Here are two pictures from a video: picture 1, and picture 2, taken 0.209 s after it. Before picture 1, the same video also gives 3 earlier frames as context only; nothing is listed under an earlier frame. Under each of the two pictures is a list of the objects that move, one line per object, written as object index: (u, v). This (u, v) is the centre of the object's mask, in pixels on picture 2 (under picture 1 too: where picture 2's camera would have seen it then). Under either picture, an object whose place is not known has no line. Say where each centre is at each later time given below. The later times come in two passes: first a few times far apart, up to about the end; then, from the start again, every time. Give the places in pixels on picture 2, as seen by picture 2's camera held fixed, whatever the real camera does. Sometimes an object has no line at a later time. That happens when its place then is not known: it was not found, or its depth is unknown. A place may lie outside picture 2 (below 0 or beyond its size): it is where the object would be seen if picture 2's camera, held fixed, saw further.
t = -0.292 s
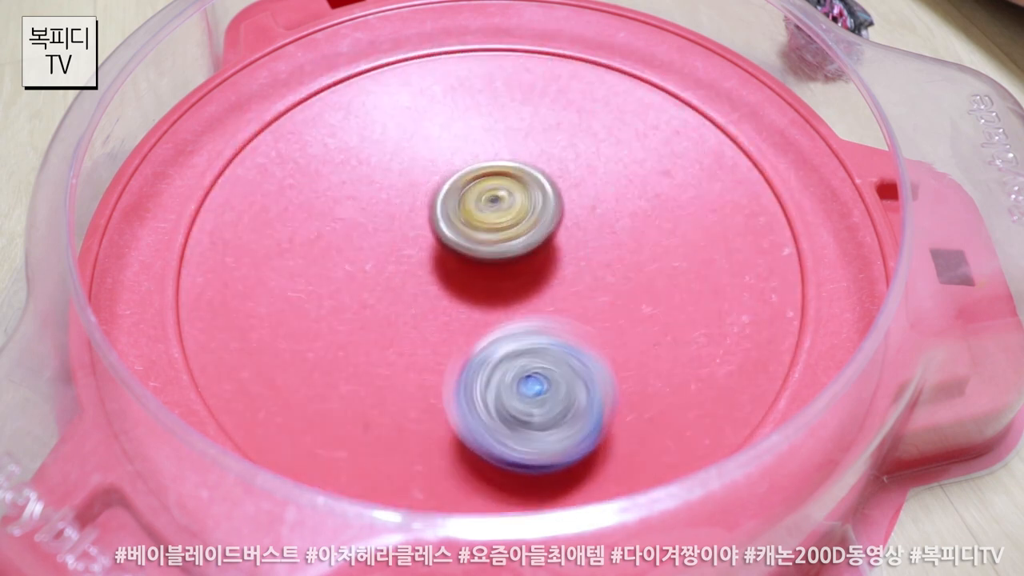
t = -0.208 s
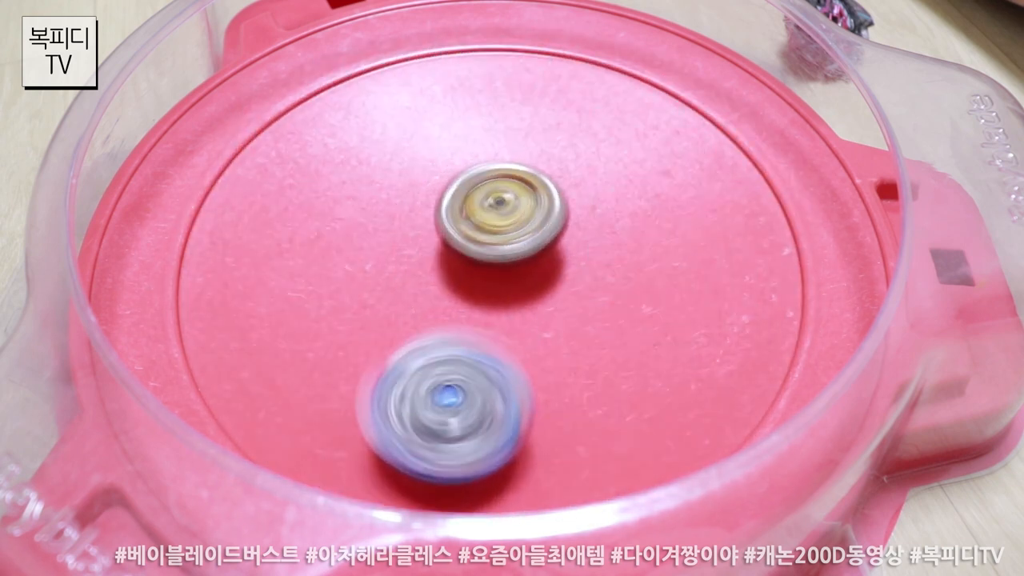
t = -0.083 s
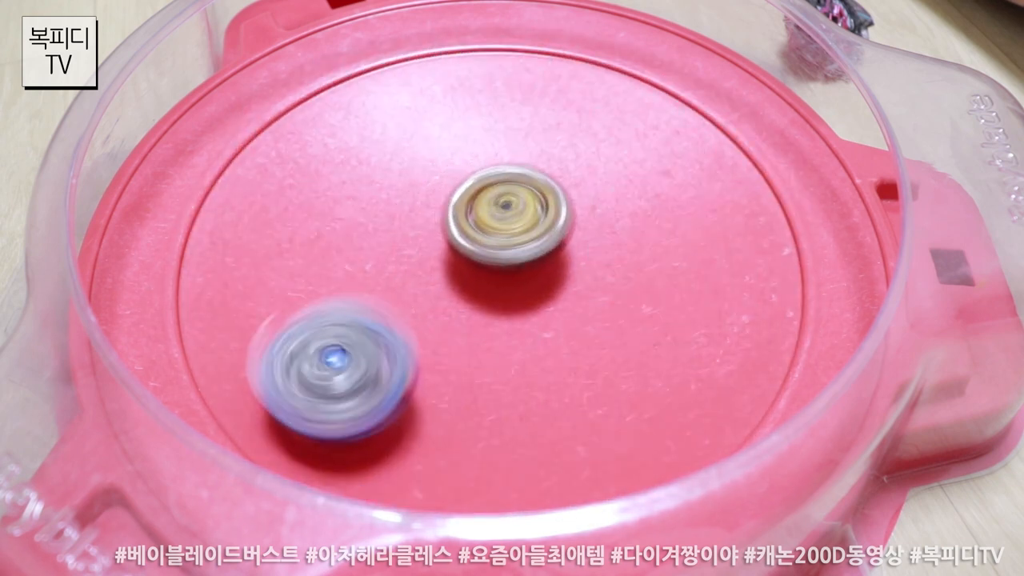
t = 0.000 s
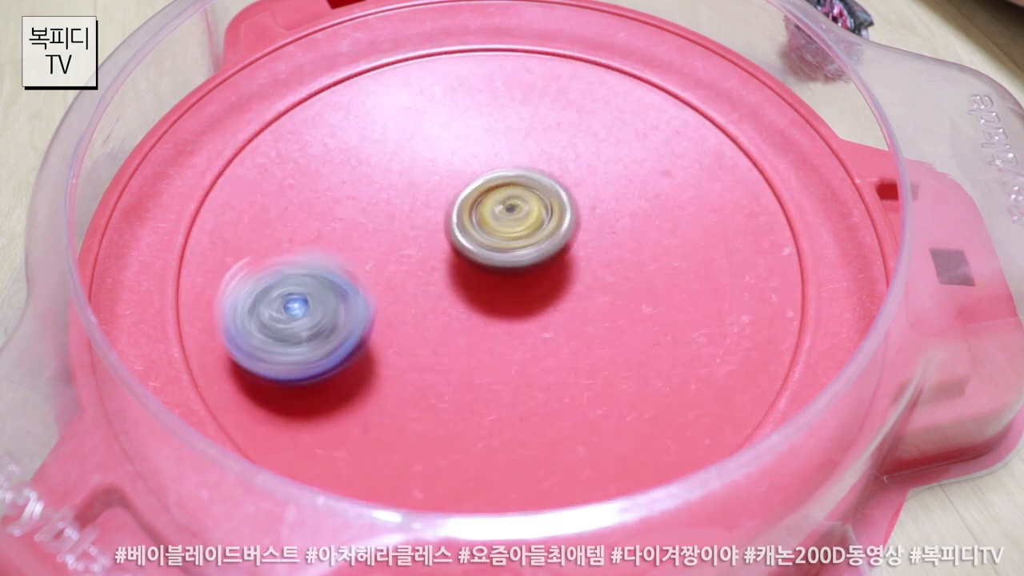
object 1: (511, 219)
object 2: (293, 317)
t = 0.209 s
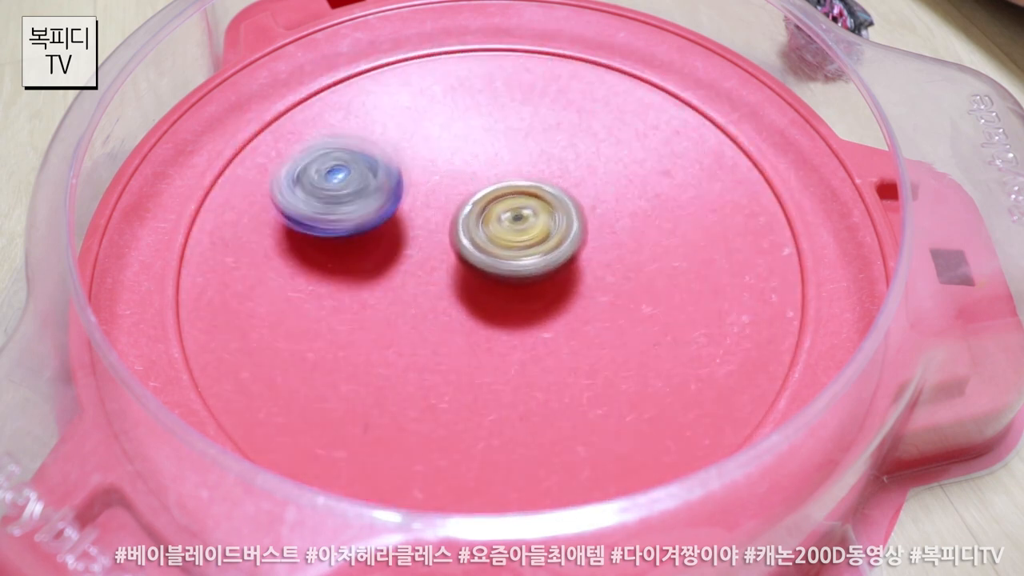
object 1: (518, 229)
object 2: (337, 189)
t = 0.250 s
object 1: (519, 231)
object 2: (362, 169)
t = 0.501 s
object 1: (521, 243)
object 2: (551, 133)
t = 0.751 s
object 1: (513, 254)
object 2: (683, 224)
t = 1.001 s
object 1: (501, 256)
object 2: (563, 364)
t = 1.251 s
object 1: (481, 223)
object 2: (349, 385)
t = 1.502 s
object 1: (477, 223)
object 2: (320, 239)
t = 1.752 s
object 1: (558, 212)
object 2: (396, 126)
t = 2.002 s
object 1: (591, 265)
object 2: (501, 72)
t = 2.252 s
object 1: (579, 280)
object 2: (567, 169)
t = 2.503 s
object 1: (553, 348)
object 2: (476, 211)
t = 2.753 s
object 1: (527, 345)
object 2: (361, 196)
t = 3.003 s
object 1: (476, 322)
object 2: (421, 206)
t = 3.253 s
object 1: (440, 336)
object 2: (545, 219)
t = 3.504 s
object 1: (412, 295)
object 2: (593, 295)
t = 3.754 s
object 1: (414, 199)
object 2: (510, 290)
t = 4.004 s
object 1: (438, 131)
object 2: (500, 263)
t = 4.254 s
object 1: (471, 134)
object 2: (540, 261)
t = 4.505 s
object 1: (538, 182)
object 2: (477, 289)
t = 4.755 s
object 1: (627, 242)
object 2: (452, 219)
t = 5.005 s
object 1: (645, 301)
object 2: (529, 218)
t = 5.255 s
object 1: (618, 374)
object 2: (463, 206)
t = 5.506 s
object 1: (507, 367)
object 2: (460, 185)
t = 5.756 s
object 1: (354, 324)
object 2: (469, 243)
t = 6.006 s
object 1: (278, 262)
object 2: (506, 292)
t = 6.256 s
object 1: (339, 209)
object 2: (521, 305)
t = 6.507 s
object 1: (450, 153)
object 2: (520, 250)
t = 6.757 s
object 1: (545, 99)
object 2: (545, 284)
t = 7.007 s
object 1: (622, 136)
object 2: (472, 273)
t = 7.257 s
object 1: (651, 234)
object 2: (479, 203)
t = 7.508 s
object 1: (588, 334)
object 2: (539, 207)
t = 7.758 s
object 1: (451, 383)
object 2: (498, 261)
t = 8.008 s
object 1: (339, 340)
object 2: (445, 237)
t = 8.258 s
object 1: (327, 243)
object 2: (502, 213)
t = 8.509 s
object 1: (405, 158)
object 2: (536, 253)
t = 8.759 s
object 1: (505, 118)
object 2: (482, 275)
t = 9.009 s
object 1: (590, 161)
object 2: (453, 232)
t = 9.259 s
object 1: (640, 257)
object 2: (503, 210)
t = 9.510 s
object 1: (588, 356)
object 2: (530, 246)
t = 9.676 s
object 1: (499, 390)
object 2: (503, 256)
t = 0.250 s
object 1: (519, 231)
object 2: (362, 169)
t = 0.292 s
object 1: (519, 234)
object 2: (390, 152)
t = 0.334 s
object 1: (520, 236)
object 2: (420, 140)
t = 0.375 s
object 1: (520, 237)
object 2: (452, 132)
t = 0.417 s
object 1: (520, 239)
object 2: (486, 128)
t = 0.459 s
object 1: (520, 241)
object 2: (518, 128)
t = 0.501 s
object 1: (521, 243)
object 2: (551, 133)
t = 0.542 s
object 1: (520, 245)
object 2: (580, 140)
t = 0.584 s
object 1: (520, 248)
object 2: (609, 150)
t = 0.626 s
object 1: (518, 250)
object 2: (635, 164)
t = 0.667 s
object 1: (517, 251)
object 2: (658, 180)
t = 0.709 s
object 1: (515, 252)
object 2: (673, 200)
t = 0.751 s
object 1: (513, 254)
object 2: (683, 224)
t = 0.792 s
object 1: (512, 255)
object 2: (682, 253)
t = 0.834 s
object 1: (511, 256)
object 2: (673, 279)
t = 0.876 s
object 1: (509, 257)
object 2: (657, 306)
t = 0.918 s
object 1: (507, 258)
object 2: (632, 330)
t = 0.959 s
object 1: (504, 258)
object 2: (601, 349)
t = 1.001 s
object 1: (501, 256)
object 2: (563, 364)
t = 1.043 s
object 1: (493, 243)
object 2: (533, 388)
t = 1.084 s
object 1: (486, 232)
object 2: (500, 400)
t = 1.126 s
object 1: (484, 226)
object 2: (463, 407)
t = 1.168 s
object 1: (483, 224)
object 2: (421, 407)
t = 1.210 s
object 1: (482, 222)
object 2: (382, 400)
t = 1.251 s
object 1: (481, 223)
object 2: (349, 385)
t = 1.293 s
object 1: (480, 223)
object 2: (323, 365)
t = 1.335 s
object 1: (479, 223)
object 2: (307, 340)
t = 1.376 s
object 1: (479, 223)
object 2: (297, 313)
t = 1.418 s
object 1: (478, 223)
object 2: (297, 287)
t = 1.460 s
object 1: (477, 223)
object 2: (307, 262)
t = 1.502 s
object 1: (477, 223)
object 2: (320, 239)
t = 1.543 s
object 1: (478, 223)
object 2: (336, 218)
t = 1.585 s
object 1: (509, 222)
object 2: (333, 196)
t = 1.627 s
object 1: (533, 221)
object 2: (340, 176)
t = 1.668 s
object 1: (549, 220)
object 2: (353, 154)
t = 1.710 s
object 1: (558, 216)
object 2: (374, 140)
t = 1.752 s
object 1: (558, 212)
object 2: (396, 126)
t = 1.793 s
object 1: (555, 206)
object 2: (424, 117)
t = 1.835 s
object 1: (551, 198)
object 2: (450, 114)
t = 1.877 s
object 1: (554, 202)
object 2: (472, 107)
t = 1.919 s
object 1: (575, 228)
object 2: (475, 86)
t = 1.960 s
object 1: (587, 249)
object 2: (485, 77)
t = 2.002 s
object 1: (591, 265)
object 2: (501, 72)
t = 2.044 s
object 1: (593, 277)
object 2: (522, 74)
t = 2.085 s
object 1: (592, 283)
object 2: (540, 84)
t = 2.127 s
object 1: (590, 285)
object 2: (553, 101)
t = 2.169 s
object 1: (586, 285)
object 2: (562, 122)
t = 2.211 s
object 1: (583, 282)
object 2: (566, 145)
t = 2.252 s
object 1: (579, 280)
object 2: (567, 169)
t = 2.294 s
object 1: (572, 298)
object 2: (564, 170)
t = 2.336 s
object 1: (565, 314)
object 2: (557, 176)
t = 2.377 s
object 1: (561, 327)
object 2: (542, 190)
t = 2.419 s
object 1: (558, 336)
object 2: (523, 199)
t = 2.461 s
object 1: (556, 344)
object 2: (499, 207)
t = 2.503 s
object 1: (553, 348)
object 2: (476, 211)
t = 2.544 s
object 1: (550, 351)
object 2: (452, 214)
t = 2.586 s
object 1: (548, 351)
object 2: (427, 213)
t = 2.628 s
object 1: (545, 351)
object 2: (405, 212)
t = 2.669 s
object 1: (539, 350)
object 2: (386, 209)
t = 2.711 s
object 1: (533, 347)
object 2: (369, 203)
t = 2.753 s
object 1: (527, 345)
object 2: (361, 196)
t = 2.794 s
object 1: (519, 342)
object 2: (358, 189)
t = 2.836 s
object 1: (511, 339)
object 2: (361, 185)
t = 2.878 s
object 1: (502, 334)
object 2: (372, 184)
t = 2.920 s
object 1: (492, 330)
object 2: (386, 186)
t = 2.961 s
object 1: (484, 326)
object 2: (403, 195)
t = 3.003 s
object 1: (476, 322)
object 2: (421, 206)
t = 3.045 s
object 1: (462, 323)
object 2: (438, 216)
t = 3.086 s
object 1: (454, 340)
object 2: (458, 207)
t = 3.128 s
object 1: (447, 346)
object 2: (481, 204)
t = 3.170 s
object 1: (444, 344)
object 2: (503, 203)
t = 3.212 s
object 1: (441, 341)
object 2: (523, 207)
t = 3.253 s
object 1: (440, 336)
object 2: (545, 219)
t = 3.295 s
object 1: (441, 330)
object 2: (559, 229)
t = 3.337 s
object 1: (441, 324)
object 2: (569, 241)
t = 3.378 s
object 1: (442, 317)
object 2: (573, 259)
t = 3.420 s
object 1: (431, 312)
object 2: (580, 271)
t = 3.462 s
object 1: (418, 305)
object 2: (590, 283)
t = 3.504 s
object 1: (412, 295)
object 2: (593, 295)
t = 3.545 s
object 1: (410, 282)
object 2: (588, 306)
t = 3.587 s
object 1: (409, 266)
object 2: (575, 312)
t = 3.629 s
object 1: (413, 251)
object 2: (555, 314)
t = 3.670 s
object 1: (414, 235)
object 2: (537, 309)
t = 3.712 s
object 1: (414, 219)
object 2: (520, 298)
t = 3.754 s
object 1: (414, 199)
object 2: (510, 290)
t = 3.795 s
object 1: (413, 176)
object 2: (509, 291)
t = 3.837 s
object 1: (415, 160)
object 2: (506, 288)
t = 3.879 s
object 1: (419, 147)
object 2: (504, 286)
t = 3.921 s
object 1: (424, 139)
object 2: (501, 279)
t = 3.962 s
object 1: (431, 133)
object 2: (501, 273)
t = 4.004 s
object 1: (438, 131)
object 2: (500, 263)
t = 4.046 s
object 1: (444, 131)
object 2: (502, 254)
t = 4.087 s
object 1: (450, 135)
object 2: (505, 241)
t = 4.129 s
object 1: (453, 137)
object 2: (511, 234)
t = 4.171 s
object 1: (458, 137)
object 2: (522, 235)
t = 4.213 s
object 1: (465, 132)
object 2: (535, 247)
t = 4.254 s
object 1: (471, 134)
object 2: (540, 261)
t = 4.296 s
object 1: (478, 138)
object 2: (539, 275)
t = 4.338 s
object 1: (489, 146)
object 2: (530, 285)
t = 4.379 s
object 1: (499, 154)
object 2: (517, 292)
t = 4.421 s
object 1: (510, 164)
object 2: (505, 295)
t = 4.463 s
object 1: (523, 173)
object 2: (490, 295)
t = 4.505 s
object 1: (538, 182)
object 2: (477, 289)
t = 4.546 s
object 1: (554, 194)
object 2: (464, 279)
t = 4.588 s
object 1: (568, 203)
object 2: (458, 266)
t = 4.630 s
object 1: (586, 213)
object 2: (452, 254)
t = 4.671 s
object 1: (601, 223)
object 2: (445, 244)
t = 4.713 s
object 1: (614, 232)
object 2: (446, 230)
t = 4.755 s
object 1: (627, 242)
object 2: (452, 219)
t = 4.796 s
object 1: (635, 252)
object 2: (462, 210)
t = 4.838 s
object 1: (643, 260)
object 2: (474, 204)
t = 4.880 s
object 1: (649, 272)
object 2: (490, 201)
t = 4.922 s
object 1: (651, 282)
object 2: (505, 203)
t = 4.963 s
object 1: (649, 290)
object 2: (518, 208)
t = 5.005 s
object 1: (645, 301)
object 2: (529, 218)
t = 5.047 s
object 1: (635, 309)
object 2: (534, 233)
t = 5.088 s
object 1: (643, 331)
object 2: (519, 229)
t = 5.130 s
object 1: (645, 348)
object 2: (505, 226)
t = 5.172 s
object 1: (638, 361)
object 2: (490, 221)
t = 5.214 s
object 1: (629, 370)
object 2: (476, 215)
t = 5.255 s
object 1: (618, 374)
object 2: (463, 206)
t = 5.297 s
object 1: (603, 378)
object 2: (455, 199)
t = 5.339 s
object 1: (588, 379)
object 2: (451, 192)
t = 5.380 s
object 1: (571, 378)
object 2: (450, 186)
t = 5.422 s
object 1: (553, 375)
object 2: (451, 183)
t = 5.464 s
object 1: (532, 371)
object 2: (455, 182)
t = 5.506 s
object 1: (507, 367)
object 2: (460, 185)
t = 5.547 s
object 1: (482, 362)
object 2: (465, 189)
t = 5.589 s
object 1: (455, 355)
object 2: (470, 197)
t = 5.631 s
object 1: (428, 349)
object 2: (473, 207)
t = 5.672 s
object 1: (401, 342)
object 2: (474, 217)
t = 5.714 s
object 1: (377, 334)
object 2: (472, 229)
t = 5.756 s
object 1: (354, 324)
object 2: (469, 243)
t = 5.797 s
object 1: (334, 315)
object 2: (465, 255)
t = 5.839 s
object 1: (322, 305)
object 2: (460, 264)
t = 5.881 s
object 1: (298, 293)
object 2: (469, 271)
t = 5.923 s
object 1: (285, 283)
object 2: (484, 278)
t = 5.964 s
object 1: (279, 273)
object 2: (496, 284)
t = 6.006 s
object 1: (278, 262)
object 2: (506, 292)
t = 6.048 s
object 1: (280, 253)
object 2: (514, 297)
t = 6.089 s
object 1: (287, 244)
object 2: (520, 303)
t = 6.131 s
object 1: (299, 236)
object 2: (523, 307)
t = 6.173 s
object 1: (309, 227)
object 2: (523, 309)
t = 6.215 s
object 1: (324, 218)
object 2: (523, 308)
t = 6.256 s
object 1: (339, 209)
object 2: (521, 305)
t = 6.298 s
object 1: (358, 199)
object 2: (519, 299)
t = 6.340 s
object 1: (374, 190)
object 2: (517, 290)
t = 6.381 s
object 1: (392, 180)
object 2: (517, 282)
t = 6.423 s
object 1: (410, 170)
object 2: (518, 272)
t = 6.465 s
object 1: (431, 161)
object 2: (519, 261)
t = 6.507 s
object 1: (450, 153)
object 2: (520, 250)
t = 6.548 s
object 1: (467, 146)
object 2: (526, 238)
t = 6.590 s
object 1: (483, 132)
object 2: (536, 239)
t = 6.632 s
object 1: (497, 114)
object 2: (546, 252)
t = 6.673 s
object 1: (514, 104)
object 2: (551, 264)
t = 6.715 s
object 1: (530, 100)
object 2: (550, 274)
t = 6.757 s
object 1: (545, 99)
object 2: (545, 284)
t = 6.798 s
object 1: (560, 101)
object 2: (538, 289)
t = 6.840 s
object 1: (575, 103)
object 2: (526, 295)
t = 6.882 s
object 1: (587, 108)
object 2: (510, 295)
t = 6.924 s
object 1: (600, 116)
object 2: (496, 292)
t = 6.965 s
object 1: (612, 125)
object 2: (482, 284)
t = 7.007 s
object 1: (622, 136)
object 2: (472, 273)
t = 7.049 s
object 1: (631, 149)
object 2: (466, 262)
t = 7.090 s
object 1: (640, 165)
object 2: (463, 252)
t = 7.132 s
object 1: (646, 182)
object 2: (461, 239)
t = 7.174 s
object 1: (650, 199)
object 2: (463, 225)
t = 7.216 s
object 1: (651, 216)
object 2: (469, 213)
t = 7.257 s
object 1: (651, 234)
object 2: (479, 203)
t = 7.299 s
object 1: (648, 251)
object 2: (490, 196)
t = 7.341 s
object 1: (642, 269)
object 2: (500, 193)
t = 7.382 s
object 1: (632, 287)
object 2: (514, 193)
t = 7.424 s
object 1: (621, 303)
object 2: (524, 195)
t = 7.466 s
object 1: (605, 319)
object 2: (532, 199)
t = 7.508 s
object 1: (588, 334)
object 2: (539, 207)
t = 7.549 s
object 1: (566, 348)
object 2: (541, 217)
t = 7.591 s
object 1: (543, 360)
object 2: (539, 227)
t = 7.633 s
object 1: (519, 371)
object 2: (533, 238)
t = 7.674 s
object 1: (496, 378)
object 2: (523, 250)
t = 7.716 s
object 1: (474, 382)
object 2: (512, 259)
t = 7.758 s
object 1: (451, 383)
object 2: (498, 261)
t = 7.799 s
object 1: (430, 383)
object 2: (481, 266)
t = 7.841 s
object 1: (409, 379)
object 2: (467, 267)
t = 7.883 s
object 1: (388, 373)
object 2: (455, 266)
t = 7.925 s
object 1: (368, 365)
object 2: (447, 259)
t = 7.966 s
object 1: (352, 354)
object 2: (443, 249)
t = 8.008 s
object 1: (339, 340)
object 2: (445, 237)
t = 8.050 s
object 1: (330, 325)
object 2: (449, 230)
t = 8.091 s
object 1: (324, 309)
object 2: (455, 222)
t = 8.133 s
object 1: (320, 293)
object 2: (466, 216)
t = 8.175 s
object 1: (320, 275)
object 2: (479, 211)
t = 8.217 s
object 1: (323, 260)
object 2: (491, 213)
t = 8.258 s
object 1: (327, 243)
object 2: (502, 213)
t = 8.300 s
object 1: (335, 228)
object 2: (512, 216)
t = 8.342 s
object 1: (346, 214)
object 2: (522, 221)
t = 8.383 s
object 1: (358, 198)
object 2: (529, 231)
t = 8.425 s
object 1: (372, 184)
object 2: (533, 236)
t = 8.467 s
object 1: (388, 171)
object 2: (536, 244)
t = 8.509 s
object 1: (405, 158)
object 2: (536, 253)
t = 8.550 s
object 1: (423, 145)
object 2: (532, 261)
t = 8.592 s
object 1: (441, 134)
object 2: (525, 267)
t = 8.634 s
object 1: (458, 126)
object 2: (515, 272)
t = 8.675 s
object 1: (473, 121)
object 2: (506, 277)
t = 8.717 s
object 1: (488, 119)
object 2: (494, 277)
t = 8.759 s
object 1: (505, 118)
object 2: (482, 275)
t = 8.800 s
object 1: (521, 120)
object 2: (474, 273)
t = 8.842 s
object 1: (535, 124)
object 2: (463, 266)
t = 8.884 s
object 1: (550, 130)
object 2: (456, 259)
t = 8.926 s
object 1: (564, 138)
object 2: (454, 251)
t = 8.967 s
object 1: (577, 149)
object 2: (451, 242)
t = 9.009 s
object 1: (590, 161)
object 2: (453, 232)
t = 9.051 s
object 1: (602, 174)
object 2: (457, 226)
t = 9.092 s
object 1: (613, 188)
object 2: (463, 219)
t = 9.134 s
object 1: (621, 204)
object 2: (473, 212)
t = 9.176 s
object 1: (629, 221)
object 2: (482, 211)
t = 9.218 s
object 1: (636, 239)
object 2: (493, 209)
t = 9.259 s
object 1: (640, 257)
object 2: (503, 210)
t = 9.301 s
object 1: (641, 275)
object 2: (513, 213)
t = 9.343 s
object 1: (637, 292)
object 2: (521, 216)
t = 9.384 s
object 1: (630, 309)
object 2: (527, 225)
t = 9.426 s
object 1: (618, 326)
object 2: (530, 229)
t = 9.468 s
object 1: (604, 342)
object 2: (533, 237)
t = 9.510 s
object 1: (588, 356)
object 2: (530, 246)
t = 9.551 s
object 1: (568, 366)
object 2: (527, 254)
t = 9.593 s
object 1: (546, 374)
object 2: (521, 262)
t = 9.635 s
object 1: (523, 384)
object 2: (514, 261)
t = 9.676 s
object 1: (499, 390)
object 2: (503, 256)
